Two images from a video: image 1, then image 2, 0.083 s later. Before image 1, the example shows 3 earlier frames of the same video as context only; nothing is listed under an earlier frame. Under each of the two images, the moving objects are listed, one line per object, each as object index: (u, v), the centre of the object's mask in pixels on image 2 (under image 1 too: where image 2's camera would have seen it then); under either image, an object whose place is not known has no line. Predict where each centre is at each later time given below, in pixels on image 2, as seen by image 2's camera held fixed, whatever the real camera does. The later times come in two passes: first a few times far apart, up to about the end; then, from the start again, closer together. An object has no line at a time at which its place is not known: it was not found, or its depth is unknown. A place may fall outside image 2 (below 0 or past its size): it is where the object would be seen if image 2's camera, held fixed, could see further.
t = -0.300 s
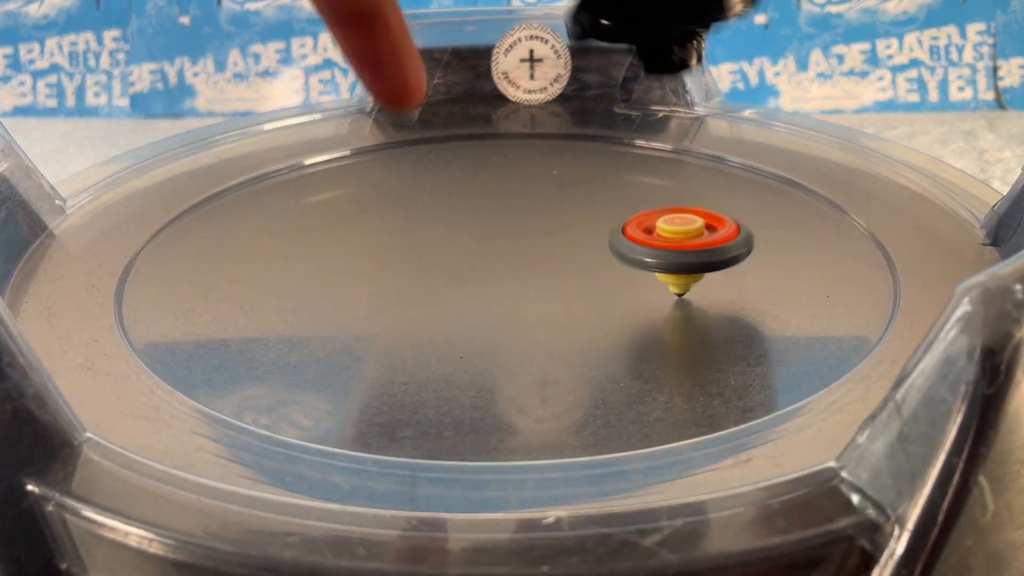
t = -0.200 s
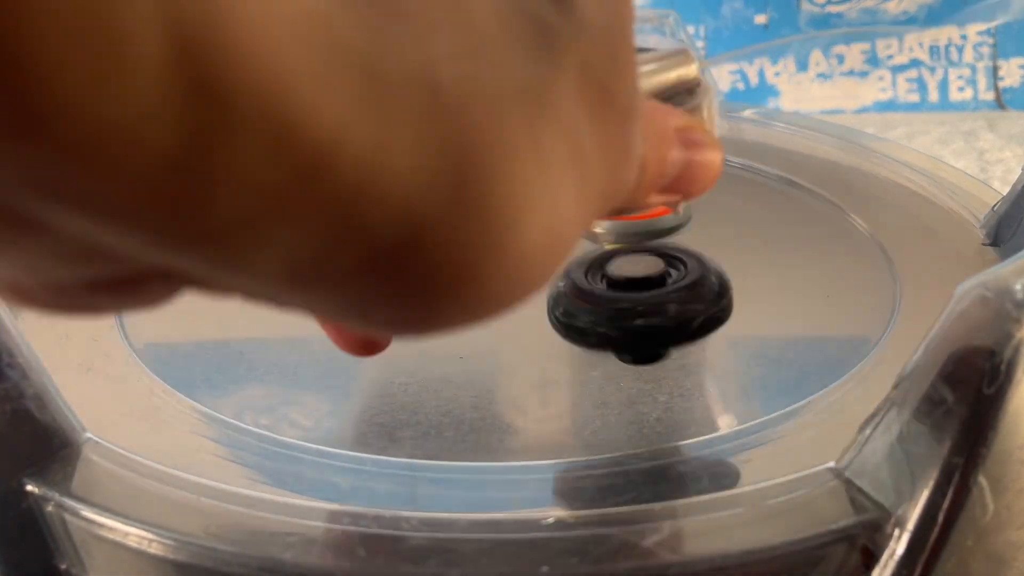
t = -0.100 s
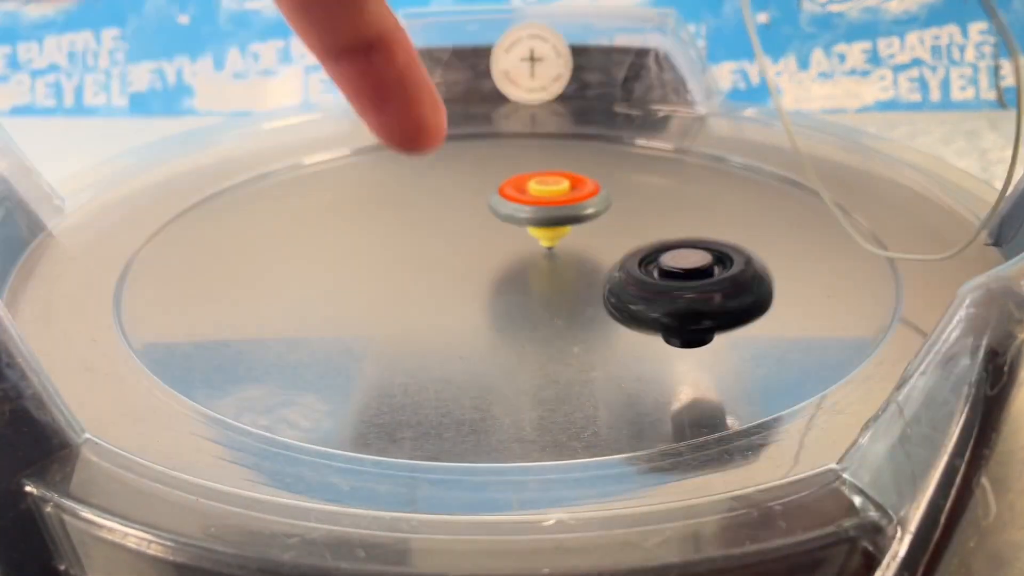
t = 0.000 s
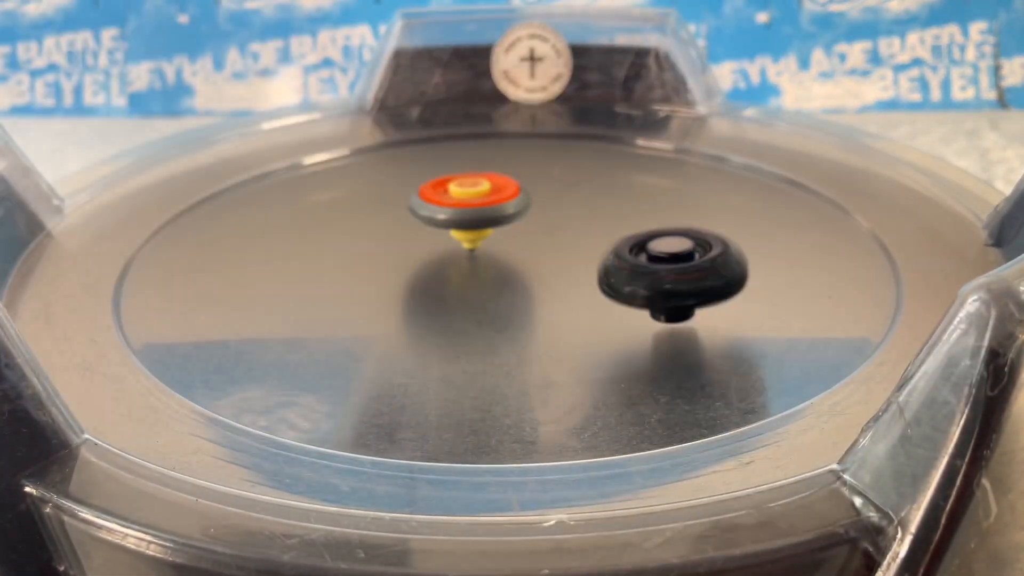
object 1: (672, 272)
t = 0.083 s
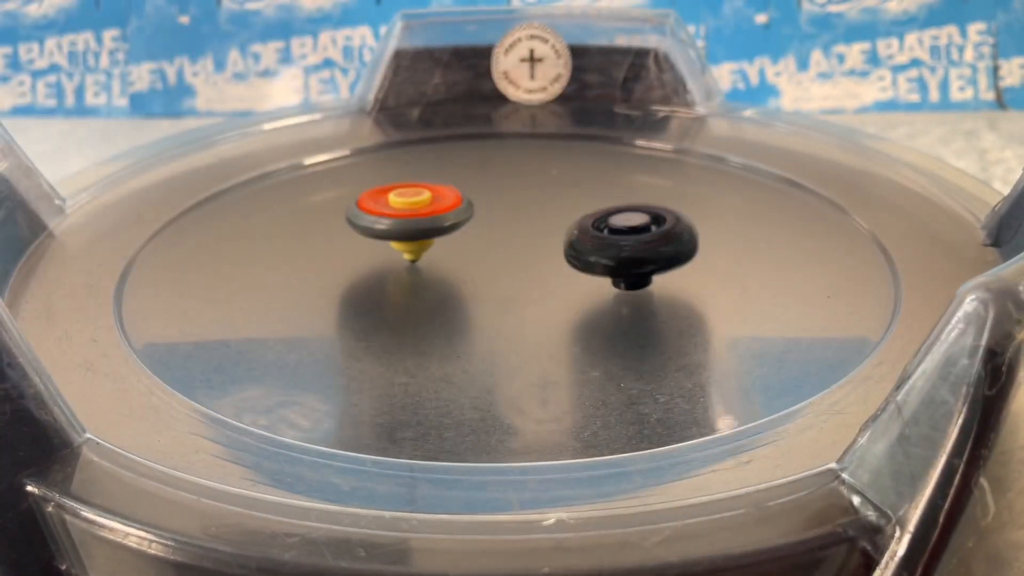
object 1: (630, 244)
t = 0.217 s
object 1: (557, 212)
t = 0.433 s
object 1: (501, 212)
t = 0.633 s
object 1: (514, 238)
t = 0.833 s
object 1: (521, 255)
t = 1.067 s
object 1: (456, 253)
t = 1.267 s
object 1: (476, 253)
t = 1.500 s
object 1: (557, 301)
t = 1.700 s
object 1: (526, 293)
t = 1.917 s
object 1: (698, 232)
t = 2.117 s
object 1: (677, 238)
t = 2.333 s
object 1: (658, 136)
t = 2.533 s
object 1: (548, 176)
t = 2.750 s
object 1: (421, 286)
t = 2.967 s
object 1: (400, 320)
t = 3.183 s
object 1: (361, 320)
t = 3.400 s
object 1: (284, 331)
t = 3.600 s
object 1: (448, 263)
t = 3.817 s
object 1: (849, 306)
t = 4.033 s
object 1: (599, 343)
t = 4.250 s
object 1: (474, 374)
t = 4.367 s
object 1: (566, 550)
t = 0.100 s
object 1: (621, 240)
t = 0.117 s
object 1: (611, 234)
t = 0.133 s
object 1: (602, 229)
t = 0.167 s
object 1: (583, 221)
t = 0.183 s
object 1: (574, 218)
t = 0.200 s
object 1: (565, 215)
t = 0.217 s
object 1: (557, 212)
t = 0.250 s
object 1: (542, 208)
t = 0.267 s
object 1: (535, 207)
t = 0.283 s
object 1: (529, 206)
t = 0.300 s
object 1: (524, 205)
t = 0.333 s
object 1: (515, 205)
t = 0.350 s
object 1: (511, 206)
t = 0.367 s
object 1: (508, 206)
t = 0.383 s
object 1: (506, 207)
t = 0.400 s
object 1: (503, 209)
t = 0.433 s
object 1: (501, 212)
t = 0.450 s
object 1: (501, 214)
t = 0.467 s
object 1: (500, 216)
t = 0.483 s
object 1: (501, 218)
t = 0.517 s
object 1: (502, 222)
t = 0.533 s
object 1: (504, 224)
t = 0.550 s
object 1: (504, 227)
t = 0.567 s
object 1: (507, 229)
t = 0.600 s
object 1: (510, 234)
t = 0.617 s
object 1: (512, 236)
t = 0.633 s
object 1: (514, 238)
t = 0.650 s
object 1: (516, 240)
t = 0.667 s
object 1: (517, 243)
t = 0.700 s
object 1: (521, 246)
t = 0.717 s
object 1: (523, 247)
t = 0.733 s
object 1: (523, 249)
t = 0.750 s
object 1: (525, 250)
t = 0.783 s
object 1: (525, 252)
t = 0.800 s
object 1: (525, 254)
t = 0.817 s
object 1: (525, 254)
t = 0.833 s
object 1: (521, 255)
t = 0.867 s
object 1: (505, 254)
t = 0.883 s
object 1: (497, 256)
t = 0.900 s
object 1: (491, 255)
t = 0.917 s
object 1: (485, 254)
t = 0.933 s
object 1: (479, 255)
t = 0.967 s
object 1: (470, 255)
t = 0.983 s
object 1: (466, 255)
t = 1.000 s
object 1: (463, 255)
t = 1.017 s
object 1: (460, 254)
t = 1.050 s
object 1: (456, 253)
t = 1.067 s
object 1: (456, 253)
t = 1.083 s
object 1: (455, 252)
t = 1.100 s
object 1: (455, 252)
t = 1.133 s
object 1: (456, 251)
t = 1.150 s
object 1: (457, 251)
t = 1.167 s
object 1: (459, 251)
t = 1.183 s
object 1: (461, 250)
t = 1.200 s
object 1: (462, 250)
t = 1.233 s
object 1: (467, 250)
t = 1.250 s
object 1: (471, 249)
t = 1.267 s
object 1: (476, 253)
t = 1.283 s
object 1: (483, 260)
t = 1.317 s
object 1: (498, 269)
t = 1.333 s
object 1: (504, 273)
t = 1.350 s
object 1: (512, 280)
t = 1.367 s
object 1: (519, 282)
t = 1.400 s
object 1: (533, 291)
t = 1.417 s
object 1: (537, 293)
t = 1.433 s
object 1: (544, 295)
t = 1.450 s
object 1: (548, 299)
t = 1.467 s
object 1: (552, 301)
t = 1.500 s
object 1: (557, 301)
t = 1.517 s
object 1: (560, 304)
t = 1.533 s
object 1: (559, 303)
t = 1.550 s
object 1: (560, 302)
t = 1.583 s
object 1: (556, 303)
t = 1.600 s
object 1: (554, 301)
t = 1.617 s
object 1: (550, 299)
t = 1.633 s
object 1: (546, 300)
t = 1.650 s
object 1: (541, 298)
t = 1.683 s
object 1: (531, 293)
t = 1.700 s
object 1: (526, 293)
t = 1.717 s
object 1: (520, 290)
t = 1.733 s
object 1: (520, 289)
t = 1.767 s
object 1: (566, 279)
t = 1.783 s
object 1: (589, 273)
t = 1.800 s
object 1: (607, 267)
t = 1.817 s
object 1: (627, 262)
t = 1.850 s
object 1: (656, 250)
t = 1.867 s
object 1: (670, 245)
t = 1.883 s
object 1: (680, 239)
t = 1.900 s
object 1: (689, 236)
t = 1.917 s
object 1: (698, 232)
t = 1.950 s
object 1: (707, 227)
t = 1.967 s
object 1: (709, 225)
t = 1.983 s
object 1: (709, 224)
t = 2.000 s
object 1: (710, 224)
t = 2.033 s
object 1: (704, 226)
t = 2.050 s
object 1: (701, 228)
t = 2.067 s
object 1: (696, 229)
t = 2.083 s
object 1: (690, 231)
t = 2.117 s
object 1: (677, 238)
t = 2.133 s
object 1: (669, 241)
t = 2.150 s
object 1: (662, 245)
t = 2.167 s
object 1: (653, 248)
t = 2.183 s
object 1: (645, 250)
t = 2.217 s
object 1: (636, 245)
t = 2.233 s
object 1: (640, 231)
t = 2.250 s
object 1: (647, 213)
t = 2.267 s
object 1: (652, 196)
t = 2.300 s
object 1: (657, 164)
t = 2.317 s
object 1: (659, 149)
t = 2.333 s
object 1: (658, 136)
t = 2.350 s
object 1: (659, 123)
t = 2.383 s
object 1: (646, 109)
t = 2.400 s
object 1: (635, 110)
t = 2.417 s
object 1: (623, 116)
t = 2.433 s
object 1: (612, 130)
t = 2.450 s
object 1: (600, 137)
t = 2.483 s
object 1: (581, 151)
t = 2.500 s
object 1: (569, 161)
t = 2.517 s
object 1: (559, 168)
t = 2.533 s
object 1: (548, 176)
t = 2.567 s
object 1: (526, 193)
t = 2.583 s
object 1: (516, 202)
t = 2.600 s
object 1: (505, 211)
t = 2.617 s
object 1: (494, 221)
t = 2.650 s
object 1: (474, 239)
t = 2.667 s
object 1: (463, 247)
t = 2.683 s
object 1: (454, 256)
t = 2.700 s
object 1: (445, 264)
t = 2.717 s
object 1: (436, 271)
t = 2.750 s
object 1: (421, 286)
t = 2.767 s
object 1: (415, 292)
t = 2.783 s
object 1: (408, 298)
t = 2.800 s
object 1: (403, 303)
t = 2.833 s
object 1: (396, 312)
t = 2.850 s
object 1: (393, 315)
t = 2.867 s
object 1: (391, 318)
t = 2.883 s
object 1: (392, 320)
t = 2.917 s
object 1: (393, 322)
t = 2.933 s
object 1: (394, 322)
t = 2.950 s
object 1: (397, 322)
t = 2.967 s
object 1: (400, 320)
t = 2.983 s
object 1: (403, 319)
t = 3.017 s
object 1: (408, 315)
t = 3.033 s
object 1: (412, 312)
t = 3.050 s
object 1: (415, 308)
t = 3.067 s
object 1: (417, 305)
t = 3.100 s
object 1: (423, 298)
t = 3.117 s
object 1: (426, 294)
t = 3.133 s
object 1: (428, 291)
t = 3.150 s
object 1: (407, 296)
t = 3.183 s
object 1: (361, 320)
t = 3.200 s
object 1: (339, 328)
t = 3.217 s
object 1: (316, 335)
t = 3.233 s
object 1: (295, 342)
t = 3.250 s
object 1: (276, 347)
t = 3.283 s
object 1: (245, 354)
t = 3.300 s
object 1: (231, 355)
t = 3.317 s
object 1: (234, 348)
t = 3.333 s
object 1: (242, 350)
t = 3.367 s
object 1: (262, 341)
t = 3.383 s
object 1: (273, 337)
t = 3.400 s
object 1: (284, 331)
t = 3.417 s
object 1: (295, 328)
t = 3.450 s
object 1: (320, 319)
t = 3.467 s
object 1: (334, 309)
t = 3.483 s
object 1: (349, 306)
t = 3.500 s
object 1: (364, 297)
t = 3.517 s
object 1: (378, 293)
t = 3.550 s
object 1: (405, 280)
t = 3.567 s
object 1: (419, 274)
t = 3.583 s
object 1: (434, 268)
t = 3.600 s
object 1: (448, 263)
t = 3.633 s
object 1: (475, 248)
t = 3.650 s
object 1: (486, 242)
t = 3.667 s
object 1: (503, 243)
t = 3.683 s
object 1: (539, 257)
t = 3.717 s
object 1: (618, 278)
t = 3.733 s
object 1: (658, 286)
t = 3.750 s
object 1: (698, 293)
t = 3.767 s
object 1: (737, 298)
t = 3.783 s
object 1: (777, 302)
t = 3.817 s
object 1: (849, 306)
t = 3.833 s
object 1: (845, 288)
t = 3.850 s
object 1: (836, 276)
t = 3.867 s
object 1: (825, 274)
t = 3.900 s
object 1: (798, 298)
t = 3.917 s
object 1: (782, 325)
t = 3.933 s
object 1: (760, 327)
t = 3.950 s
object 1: (734, 320)
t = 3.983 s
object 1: (681, 334)
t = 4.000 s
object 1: (654, 340)
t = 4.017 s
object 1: (626, 337)
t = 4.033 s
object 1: (599, 343)
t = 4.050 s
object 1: (572, 338)
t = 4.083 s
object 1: (521, 333)
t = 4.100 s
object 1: (497, 329)
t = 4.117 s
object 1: (475, 324)
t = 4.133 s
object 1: (455, 319)
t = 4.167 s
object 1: (448, 347)
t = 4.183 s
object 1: (450, 367)
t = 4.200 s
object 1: (454, 385)
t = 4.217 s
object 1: (458, 386)
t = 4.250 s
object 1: (474, 374)
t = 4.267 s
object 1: (483, 385)
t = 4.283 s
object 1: (495, 412)
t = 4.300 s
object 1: (508, 456)
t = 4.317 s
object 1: (523, 486)
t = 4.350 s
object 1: (549, 524)
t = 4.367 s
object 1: (566, 550)
